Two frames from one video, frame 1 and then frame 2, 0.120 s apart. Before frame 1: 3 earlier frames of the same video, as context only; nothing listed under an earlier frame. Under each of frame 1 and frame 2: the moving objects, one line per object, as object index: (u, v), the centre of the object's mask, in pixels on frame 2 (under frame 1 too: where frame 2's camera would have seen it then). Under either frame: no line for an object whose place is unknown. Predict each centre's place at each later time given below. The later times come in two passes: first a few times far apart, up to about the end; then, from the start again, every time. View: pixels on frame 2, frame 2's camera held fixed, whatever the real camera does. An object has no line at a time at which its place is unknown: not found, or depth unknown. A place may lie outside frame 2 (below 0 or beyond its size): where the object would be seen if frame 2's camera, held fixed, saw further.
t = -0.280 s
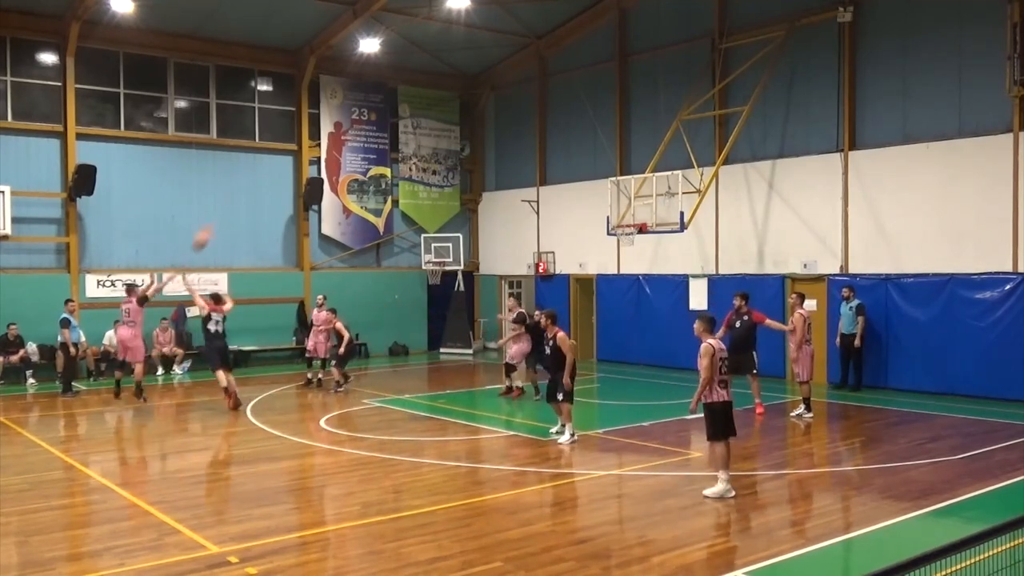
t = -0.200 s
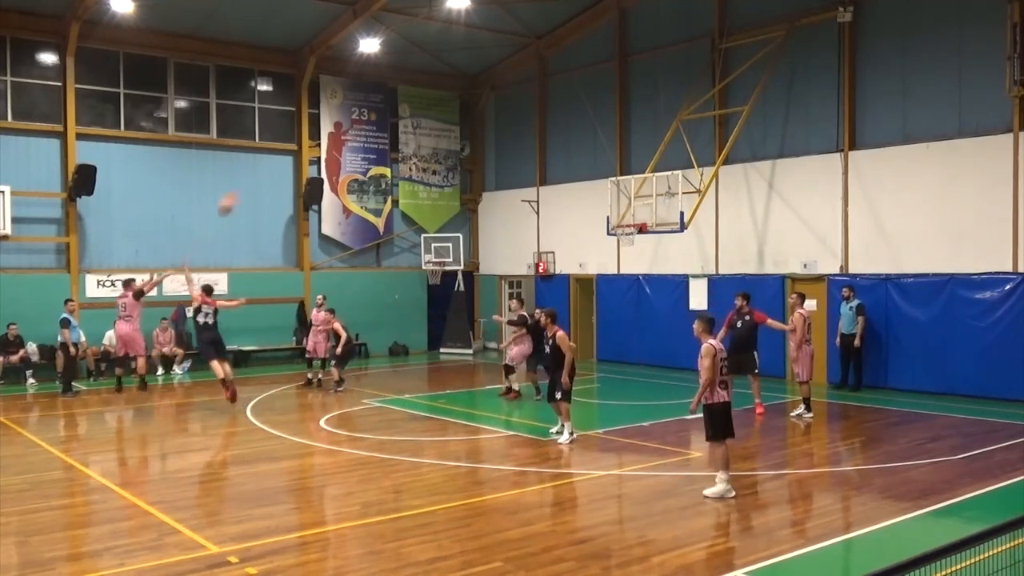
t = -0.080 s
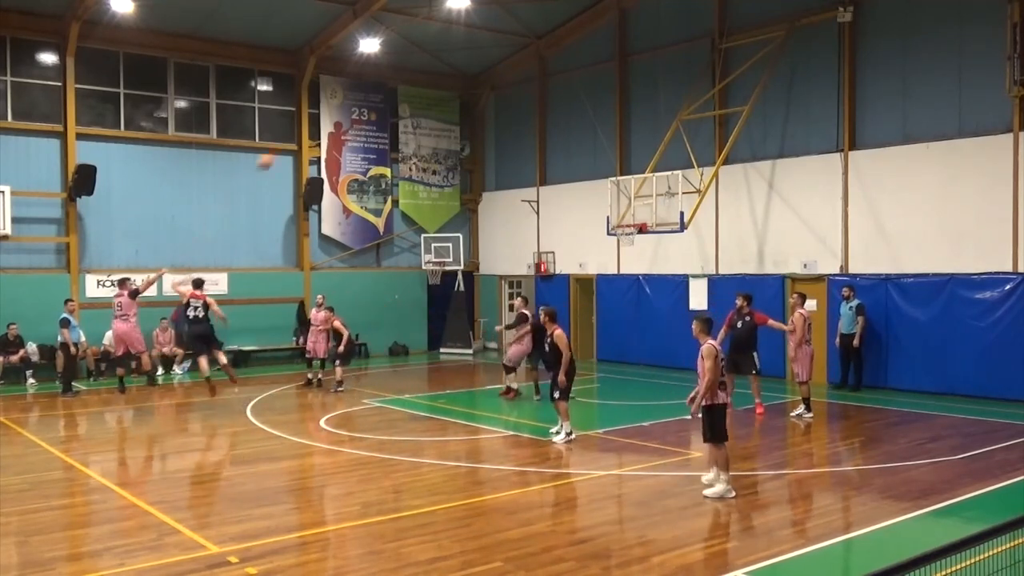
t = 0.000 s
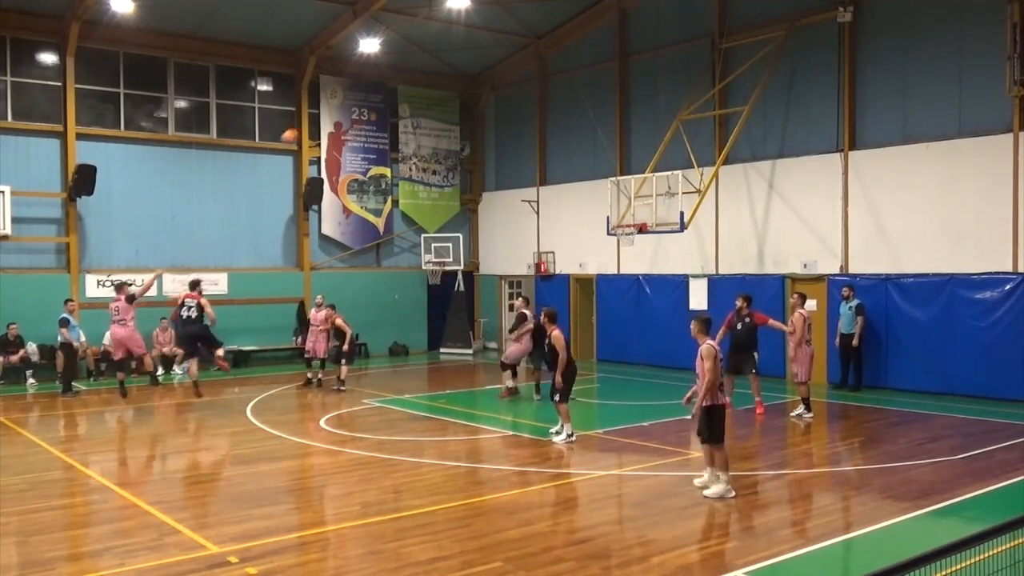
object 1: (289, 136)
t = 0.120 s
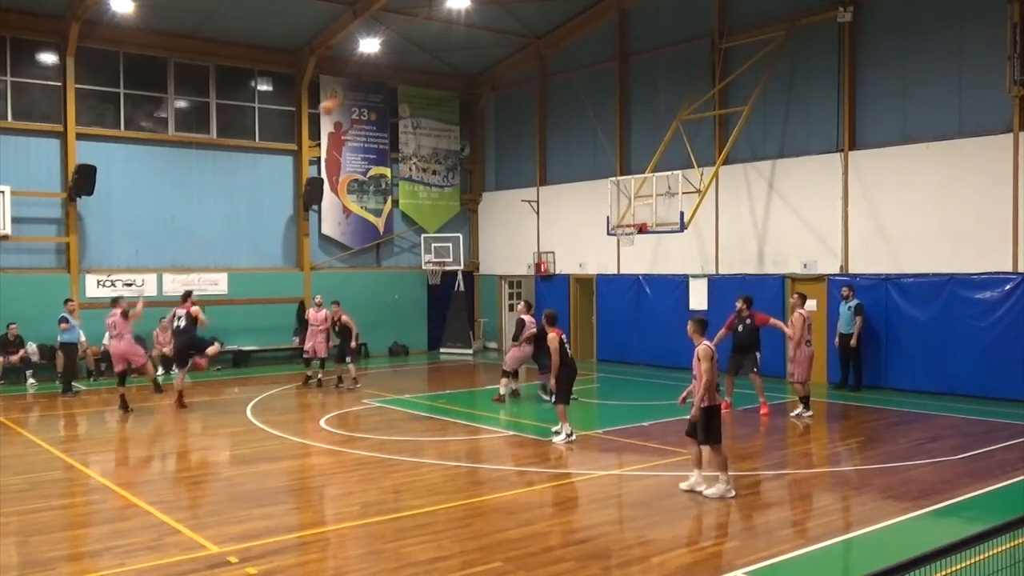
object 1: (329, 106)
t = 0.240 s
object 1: (364, 86)
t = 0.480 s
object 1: (436, 69)
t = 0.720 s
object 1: (504, 84)
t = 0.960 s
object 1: (572, 130)
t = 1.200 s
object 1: (635, 207)
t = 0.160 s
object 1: (340, 98)
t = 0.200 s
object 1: (352, 92)
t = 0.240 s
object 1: (364, 86)
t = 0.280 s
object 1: (376, 82)
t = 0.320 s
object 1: (388, 77)
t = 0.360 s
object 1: (400, 74)
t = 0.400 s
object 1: (412, 71)
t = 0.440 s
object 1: (424, 70)
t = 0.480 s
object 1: (436, 69)
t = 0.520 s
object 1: (447, 69)
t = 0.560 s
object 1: (458, 70)
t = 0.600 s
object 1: (470, 72)
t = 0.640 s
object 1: (481, 75)
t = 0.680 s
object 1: (493, 79)
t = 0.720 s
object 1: (504, 84)
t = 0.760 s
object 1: (515, 89)
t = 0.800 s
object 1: (527, 96)
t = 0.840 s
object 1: (538, 103)
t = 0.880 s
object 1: (550, 111)
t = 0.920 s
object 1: (561, 120)
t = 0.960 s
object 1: (572, 130)
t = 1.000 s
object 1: (582, 140)
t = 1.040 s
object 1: (593, 152)
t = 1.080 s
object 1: (605, 165)
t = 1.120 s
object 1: (614, 177)
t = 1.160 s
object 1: (625, 193)
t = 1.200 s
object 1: (635, 207)
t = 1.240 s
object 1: (643, 225)
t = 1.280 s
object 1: (657, 239)
